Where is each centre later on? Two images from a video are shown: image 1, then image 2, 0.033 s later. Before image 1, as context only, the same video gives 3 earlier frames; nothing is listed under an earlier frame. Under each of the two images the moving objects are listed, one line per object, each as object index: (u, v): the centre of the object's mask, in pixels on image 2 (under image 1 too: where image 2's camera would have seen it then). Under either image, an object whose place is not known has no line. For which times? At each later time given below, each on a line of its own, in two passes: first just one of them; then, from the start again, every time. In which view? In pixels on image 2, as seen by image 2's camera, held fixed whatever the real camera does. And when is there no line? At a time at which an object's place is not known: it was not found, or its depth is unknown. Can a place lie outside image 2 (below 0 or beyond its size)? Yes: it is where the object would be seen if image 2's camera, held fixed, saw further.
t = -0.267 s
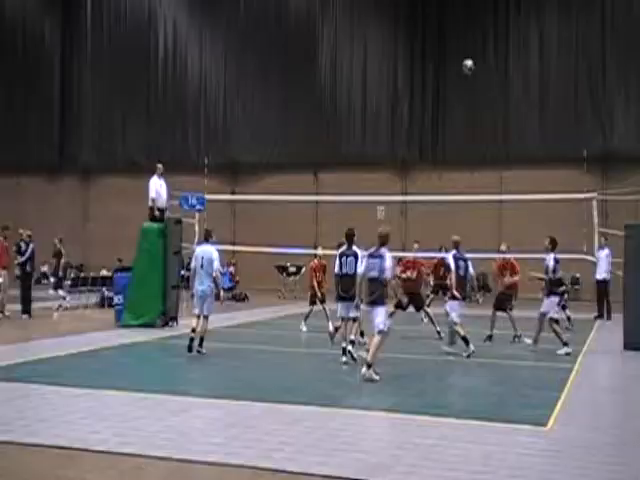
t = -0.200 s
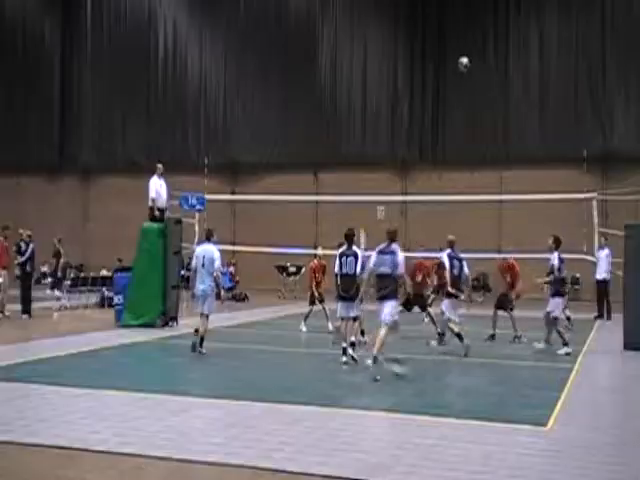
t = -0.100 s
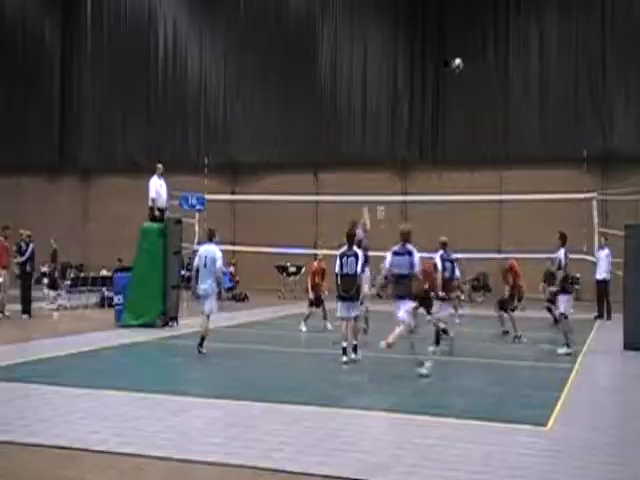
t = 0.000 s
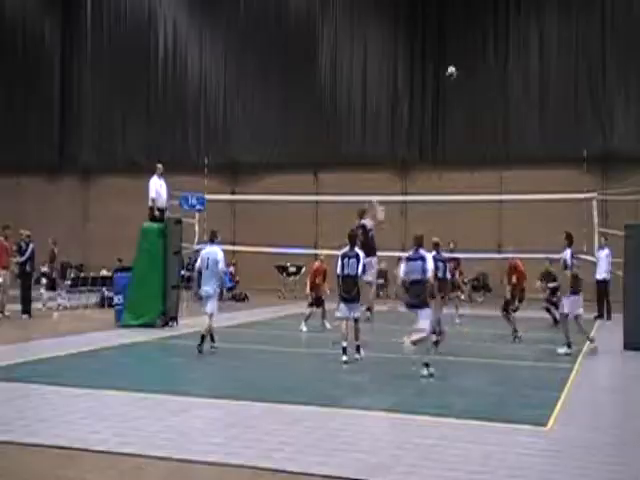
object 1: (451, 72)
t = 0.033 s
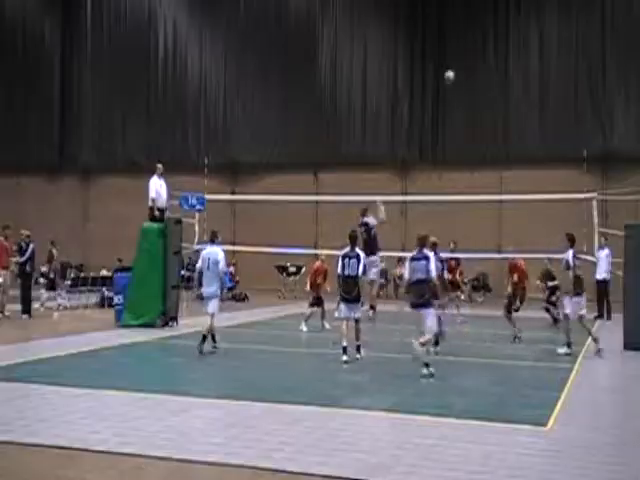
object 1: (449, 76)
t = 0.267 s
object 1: (436, 121)
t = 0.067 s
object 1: (446, 81)
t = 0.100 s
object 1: (445, 86)
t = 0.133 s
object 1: (443, 92)
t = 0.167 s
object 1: (441, 98)
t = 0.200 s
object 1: (440, 105)
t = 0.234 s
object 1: (438, 114)
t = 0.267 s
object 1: (436, 121)
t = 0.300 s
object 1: (434, 131)
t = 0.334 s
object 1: (432, 141)
